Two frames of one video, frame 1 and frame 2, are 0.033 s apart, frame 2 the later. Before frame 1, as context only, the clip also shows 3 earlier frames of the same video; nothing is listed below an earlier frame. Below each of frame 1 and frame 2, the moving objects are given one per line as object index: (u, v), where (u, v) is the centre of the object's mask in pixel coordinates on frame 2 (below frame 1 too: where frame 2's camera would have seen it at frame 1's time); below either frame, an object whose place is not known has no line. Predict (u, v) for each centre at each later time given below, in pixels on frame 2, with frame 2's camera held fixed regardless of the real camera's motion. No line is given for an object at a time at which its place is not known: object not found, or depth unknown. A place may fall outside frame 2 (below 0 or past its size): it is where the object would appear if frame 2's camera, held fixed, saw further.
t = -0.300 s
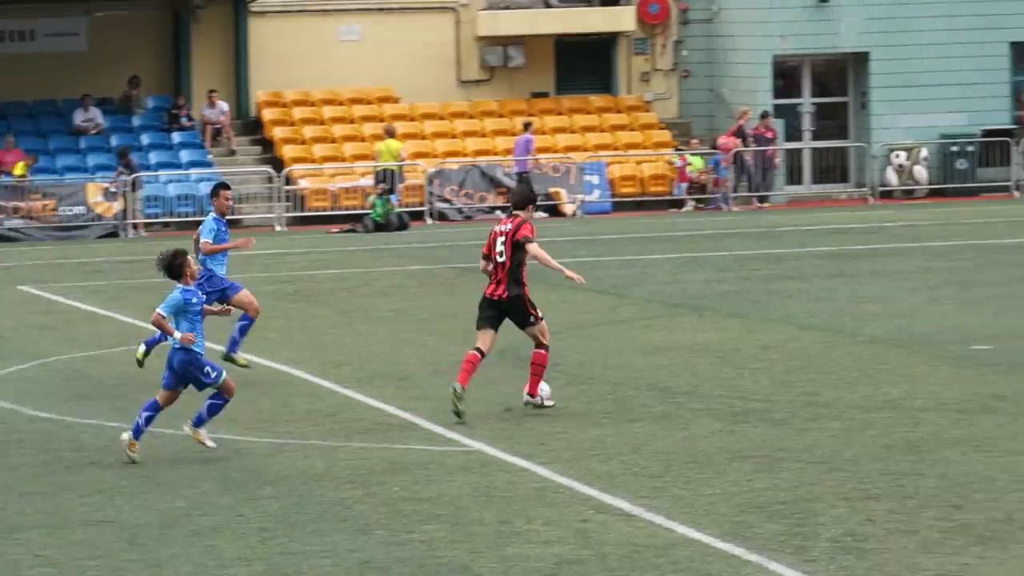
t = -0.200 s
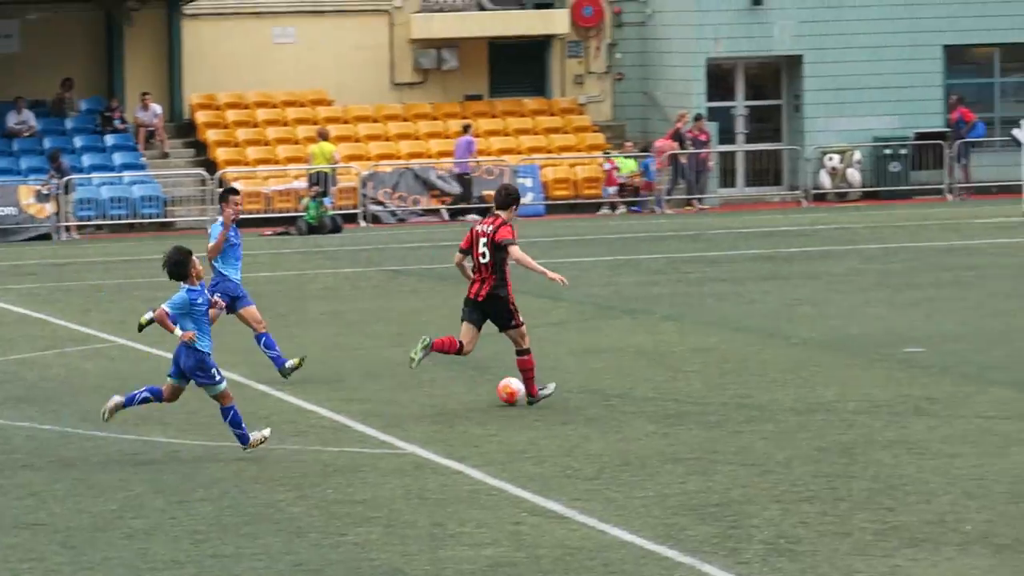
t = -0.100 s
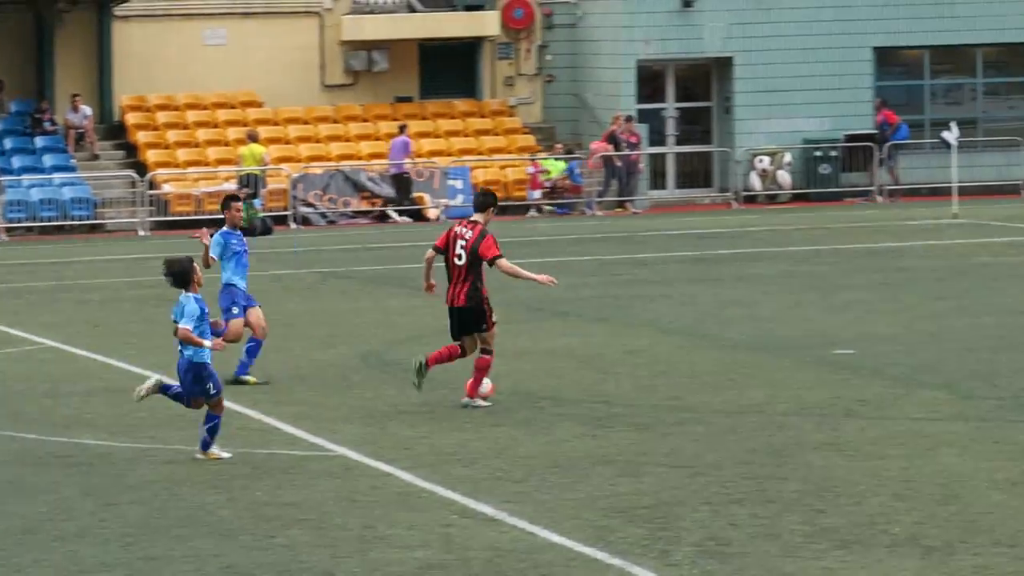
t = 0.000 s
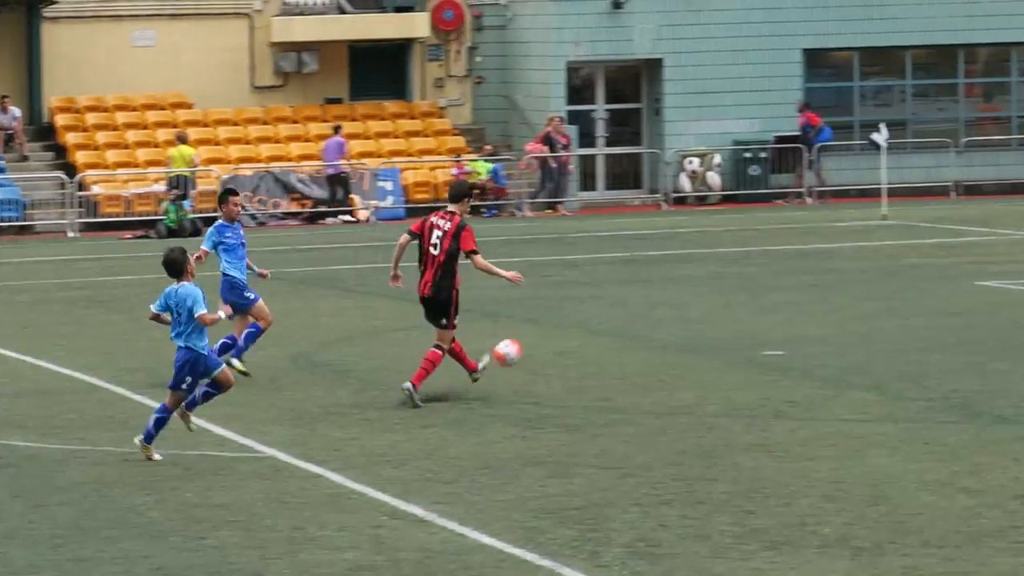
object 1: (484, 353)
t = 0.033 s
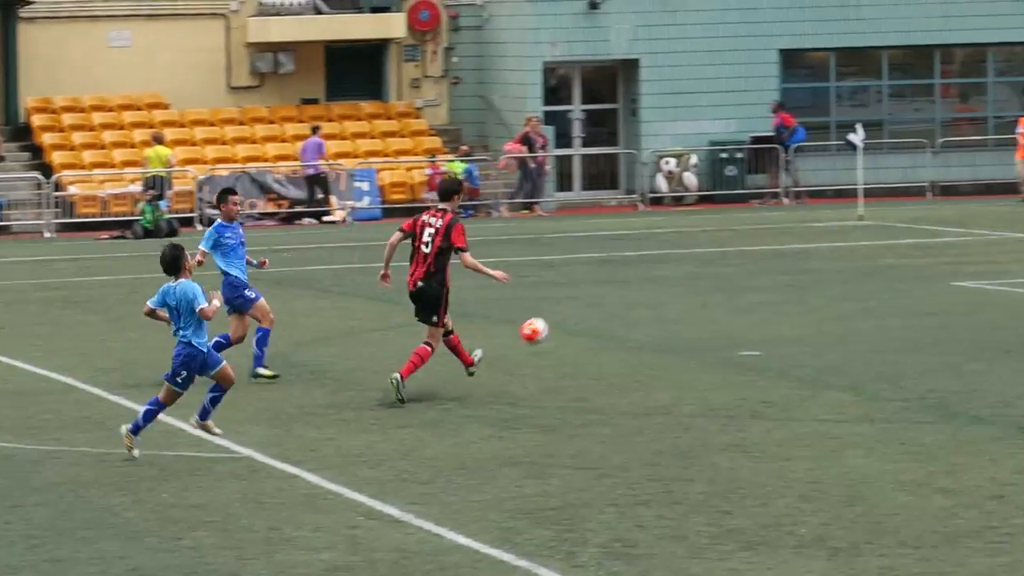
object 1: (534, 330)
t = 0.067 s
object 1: (582, 310)
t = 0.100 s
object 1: (628, 291)
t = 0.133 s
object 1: (673, 272)
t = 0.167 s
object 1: (715, 254)
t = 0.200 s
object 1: (757, 239)
